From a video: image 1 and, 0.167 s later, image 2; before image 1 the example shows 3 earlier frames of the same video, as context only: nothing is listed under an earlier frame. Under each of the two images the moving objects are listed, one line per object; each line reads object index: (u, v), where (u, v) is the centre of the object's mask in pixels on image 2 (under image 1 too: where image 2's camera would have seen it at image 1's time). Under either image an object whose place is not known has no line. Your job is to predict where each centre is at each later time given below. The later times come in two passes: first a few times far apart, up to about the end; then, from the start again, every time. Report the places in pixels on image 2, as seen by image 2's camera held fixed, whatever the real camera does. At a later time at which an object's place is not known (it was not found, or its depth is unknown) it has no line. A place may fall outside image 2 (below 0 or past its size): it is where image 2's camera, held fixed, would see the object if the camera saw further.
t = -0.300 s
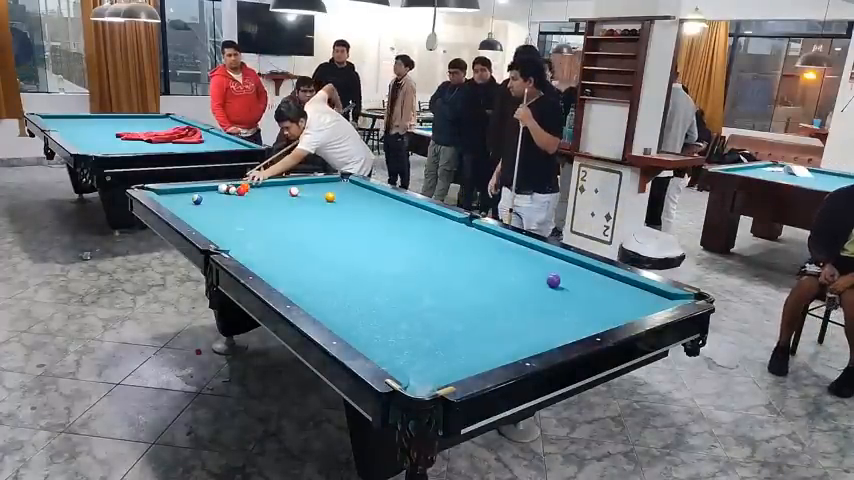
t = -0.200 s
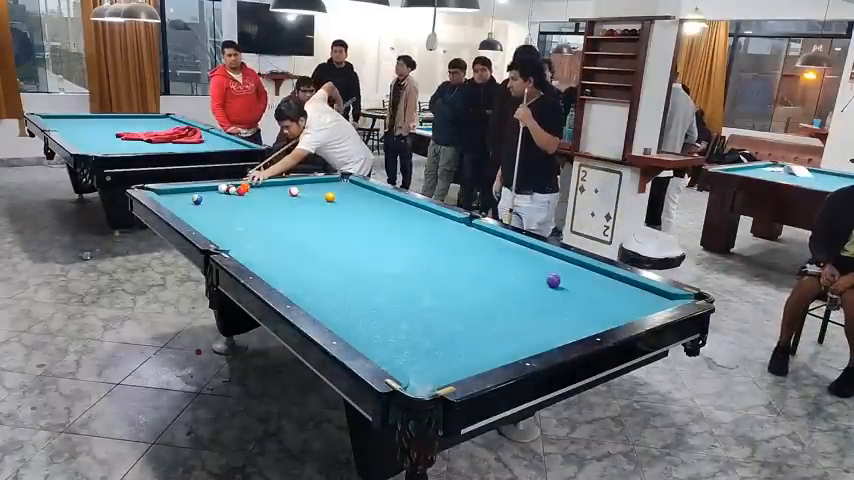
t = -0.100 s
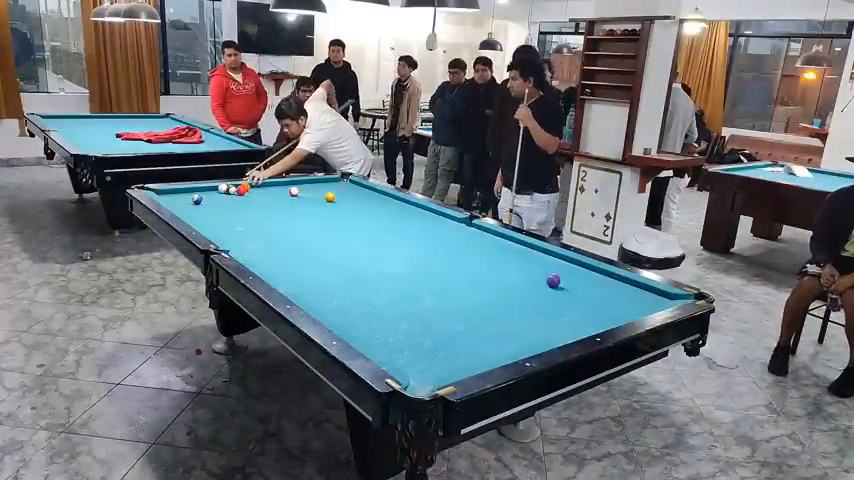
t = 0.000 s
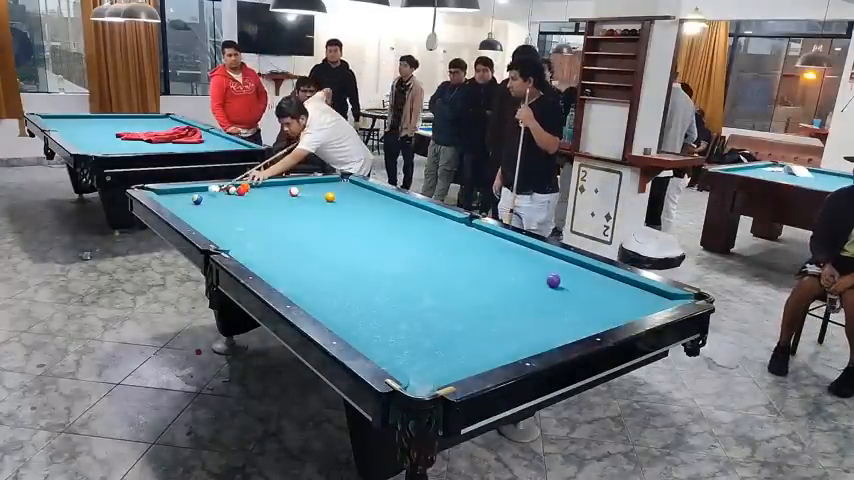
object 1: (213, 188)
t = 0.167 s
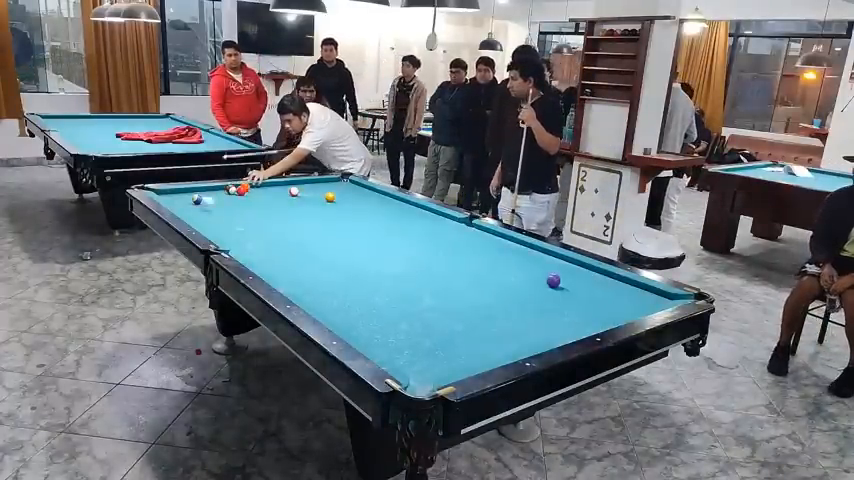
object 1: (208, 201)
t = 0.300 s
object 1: (279, 211)
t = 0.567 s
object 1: (406, 224)
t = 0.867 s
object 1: (493, 243)
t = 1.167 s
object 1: (495, 267)
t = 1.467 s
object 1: (497, 298)
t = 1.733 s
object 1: (500, 334)
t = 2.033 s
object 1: (462, 349)
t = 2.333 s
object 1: (397, 342)
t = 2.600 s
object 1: (365, 330)
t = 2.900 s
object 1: (366, 311)
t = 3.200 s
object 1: (366, 295)
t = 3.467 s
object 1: (367, 283)
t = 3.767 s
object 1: (368, 272)
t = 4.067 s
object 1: (369, 262)
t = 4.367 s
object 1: (369, 254)
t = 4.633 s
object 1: (370, 247)
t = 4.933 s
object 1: (370, 241)
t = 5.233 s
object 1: (371, 235)
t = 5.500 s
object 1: (371, 231)
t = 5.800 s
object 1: (371, 227)
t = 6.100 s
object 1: (372, 223)
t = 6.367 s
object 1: (372, 221)
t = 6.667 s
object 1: (372, 218)
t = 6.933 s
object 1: (373, 216)
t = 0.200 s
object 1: (226, 206)
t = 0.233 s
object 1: (244, 208)
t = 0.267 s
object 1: (262, 209)
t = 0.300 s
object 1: (279, 211)
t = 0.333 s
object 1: (295, 213)
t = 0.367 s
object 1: (312, 215)
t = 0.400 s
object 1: (327, 216)
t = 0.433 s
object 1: (343, 217)
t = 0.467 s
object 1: (359, 219)
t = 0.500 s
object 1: (375, 221)
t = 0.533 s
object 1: (391, 223)
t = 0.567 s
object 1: (406, 224)
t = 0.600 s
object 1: (422, 226)
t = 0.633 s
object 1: (439, 227)
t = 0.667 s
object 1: (455, 229)
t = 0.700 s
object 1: (472, 231)
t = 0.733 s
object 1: (488, 233)
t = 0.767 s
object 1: (496, 235)
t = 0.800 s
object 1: (495, 238)
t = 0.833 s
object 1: (494, 240)
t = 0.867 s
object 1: (493, 243)
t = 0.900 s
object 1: (493, 245)
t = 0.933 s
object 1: (493, 247)
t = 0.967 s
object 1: (493, 250)
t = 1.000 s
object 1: (494, 253)
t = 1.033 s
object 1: (494, 256)
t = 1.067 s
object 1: (494, 258)
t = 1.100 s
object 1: (494, 261)
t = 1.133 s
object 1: (495, 264)
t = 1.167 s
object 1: (495, 267)
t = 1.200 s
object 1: (495, 270)
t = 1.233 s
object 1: (496, 274)
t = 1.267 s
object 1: (496, 277)
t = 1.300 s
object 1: (496, 280)
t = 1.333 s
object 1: (496, 284)
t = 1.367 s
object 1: (496, 287)
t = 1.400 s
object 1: (497, 291)
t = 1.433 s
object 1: (497, 294)
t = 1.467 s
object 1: (497, 298)
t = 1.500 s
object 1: (497, 302)
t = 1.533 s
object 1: (498, 306)
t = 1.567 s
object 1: (498, 311)
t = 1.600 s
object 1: (499, 315)
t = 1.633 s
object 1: (499, 319)
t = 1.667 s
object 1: (499, 324)
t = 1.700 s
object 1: (500, 329)
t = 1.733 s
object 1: (500, 334)
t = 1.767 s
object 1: (501, 339)
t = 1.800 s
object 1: (501, 344)
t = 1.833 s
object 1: (501, 348)
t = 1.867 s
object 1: (499, 350)
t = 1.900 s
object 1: (491, 351)
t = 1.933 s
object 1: (484, 351)
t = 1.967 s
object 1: (476, 351)
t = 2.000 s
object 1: (469, 350)
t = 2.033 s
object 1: (462, 349)
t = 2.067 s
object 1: (455, 348)
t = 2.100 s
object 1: (447, 347)
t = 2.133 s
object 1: (440, 346)
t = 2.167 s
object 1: (433, 346)
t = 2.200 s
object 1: (426, 345)
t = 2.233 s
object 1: (418, 344)
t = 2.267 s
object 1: (411, 344)
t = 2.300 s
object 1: (404, 343)
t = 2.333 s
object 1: (397, 342)
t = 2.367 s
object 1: (390, 341)
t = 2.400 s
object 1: (384, 341)
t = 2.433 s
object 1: (377, 340)
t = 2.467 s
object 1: (370, 337)
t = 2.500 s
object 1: (366, 335)
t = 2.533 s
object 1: (365, 334)
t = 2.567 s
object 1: (365, 332)
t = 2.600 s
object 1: (365, 330)
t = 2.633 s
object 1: (365, 328)
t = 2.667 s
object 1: (365, 326)
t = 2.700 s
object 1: (365, 324)
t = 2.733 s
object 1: (365, 321)
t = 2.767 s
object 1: (365, 319)
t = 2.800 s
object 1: (365, 317)
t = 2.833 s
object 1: (365, 315)
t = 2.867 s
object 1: (366, 313)
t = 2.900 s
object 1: (366, 311)
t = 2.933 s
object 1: (366, 309)
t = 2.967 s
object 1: (366, 307)
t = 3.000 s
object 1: (366, 306)
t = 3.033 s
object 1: (366, 304)
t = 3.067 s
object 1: (366, 302)
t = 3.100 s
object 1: (366, 300)
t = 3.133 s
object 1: (367, 298)
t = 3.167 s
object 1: (367, 297)
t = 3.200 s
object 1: (366, 295)
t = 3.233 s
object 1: (367, 294)
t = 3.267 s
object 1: (367, 292)
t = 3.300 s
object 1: (367, 291)
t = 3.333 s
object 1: (367, 289)
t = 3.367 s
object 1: (367, 287)
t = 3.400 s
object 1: (367, 286)
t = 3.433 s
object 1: (367, 285)
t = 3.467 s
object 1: (367, 283)
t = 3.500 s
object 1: (367, 282)
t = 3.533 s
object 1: (367, 280)
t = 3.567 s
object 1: (367, 279)
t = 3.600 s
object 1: (368, 278)
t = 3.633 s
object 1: (368, 277)
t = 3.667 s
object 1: (368, 276)
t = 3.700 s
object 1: (368, 274)
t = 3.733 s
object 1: (368, 273)
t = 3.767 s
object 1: (368, 272)
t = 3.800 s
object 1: (368, 271)
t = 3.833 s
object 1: (368, 270)
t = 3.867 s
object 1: (368, 269)
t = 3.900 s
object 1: (368, 267)
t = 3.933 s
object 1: (368, 266)
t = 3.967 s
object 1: (368, 265)
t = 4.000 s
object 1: (369, 264)
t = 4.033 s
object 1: (369, 263)
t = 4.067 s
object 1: (369, 262)
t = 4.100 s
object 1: (369, 261)
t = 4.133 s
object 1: (369, 260)
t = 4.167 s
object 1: (369, 259)
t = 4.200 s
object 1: (369, 258)
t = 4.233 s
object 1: (369, 257)
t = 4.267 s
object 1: (369, 257)
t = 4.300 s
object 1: (369, 255)
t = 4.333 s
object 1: (369, 255)
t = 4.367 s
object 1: (369, 254)
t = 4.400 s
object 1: (369, 253)
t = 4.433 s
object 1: (369, 252)
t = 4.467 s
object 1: (369, 251)
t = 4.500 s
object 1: (369, 250)
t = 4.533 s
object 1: (370, 250)
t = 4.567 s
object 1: (370, 249)
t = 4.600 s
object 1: (370, 248)
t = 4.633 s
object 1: (370, 247)
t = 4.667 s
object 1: (370, 247)
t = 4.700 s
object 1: (370, 246)
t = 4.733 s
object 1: (370, 245)
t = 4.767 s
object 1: (370, 245)
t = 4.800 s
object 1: (370, 244)
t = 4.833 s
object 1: (370, 243)
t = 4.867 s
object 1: (370, 242)
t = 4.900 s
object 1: (370, 242)
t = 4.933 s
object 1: (370, 241)
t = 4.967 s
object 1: (370, 240)
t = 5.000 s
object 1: (370, 240)
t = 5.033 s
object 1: (370, 239)
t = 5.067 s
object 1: (371, 238)
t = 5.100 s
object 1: (371, 238)
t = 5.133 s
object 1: (371, 237)
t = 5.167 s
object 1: (371, 237)
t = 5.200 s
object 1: (371, 236)
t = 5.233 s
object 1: (371, 235)
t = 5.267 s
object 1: (371, 235)
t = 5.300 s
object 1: (371, 234)
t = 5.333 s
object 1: (371, 234)
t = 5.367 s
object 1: (371, 233)
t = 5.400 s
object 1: (371, 233)
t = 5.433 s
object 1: (371, 232)
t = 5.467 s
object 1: (371, 232)
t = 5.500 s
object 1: (371, 231)
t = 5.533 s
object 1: (371, 231)
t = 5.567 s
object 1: (371, 230)
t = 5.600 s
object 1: (372, 230)
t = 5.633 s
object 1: (371, 229)
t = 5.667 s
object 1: (372, 229)
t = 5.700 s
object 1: (372, 228)
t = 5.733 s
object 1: (371, 228)
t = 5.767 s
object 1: (372, 228)
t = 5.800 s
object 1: (371, 227)
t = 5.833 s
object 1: (372, 227)
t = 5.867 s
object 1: (372, 226)
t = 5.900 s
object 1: (372, 226)
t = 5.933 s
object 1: (372, 225)
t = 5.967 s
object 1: (372, 225)
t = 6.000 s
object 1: (371, 225)
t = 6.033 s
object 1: (372, 224)
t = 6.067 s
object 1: (372, 224)
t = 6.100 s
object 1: (372, 223)
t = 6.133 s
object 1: (372, 223)
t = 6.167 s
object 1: (372, 223)
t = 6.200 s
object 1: (372, 223)
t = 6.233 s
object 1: (372, 222)
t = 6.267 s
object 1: (372, 221)
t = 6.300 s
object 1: (372, 221)
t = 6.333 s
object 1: (372, 221)
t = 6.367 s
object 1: (372, 221)
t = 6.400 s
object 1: (372, 220)
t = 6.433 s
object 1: (372, 220)
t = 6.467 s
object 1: (372, 220)
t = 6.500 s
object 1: (372, 220)
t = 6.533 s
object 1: (372, 219)
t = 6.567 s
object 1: (372, 219)
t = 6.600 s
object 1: (372, 218)
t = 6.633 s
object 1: (372, 218)
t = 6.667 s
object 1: (372, 218)
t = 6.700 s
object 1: (373, 218)
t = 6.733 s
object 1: (373, 218)
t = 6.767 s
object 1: (373, 217)
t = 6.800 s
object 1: (373, 217)
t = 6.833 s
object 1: (373, 217)
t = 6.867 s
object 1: (373, 216)
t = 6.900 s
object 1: (373, 216)
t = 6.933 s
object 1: (373, 216)
